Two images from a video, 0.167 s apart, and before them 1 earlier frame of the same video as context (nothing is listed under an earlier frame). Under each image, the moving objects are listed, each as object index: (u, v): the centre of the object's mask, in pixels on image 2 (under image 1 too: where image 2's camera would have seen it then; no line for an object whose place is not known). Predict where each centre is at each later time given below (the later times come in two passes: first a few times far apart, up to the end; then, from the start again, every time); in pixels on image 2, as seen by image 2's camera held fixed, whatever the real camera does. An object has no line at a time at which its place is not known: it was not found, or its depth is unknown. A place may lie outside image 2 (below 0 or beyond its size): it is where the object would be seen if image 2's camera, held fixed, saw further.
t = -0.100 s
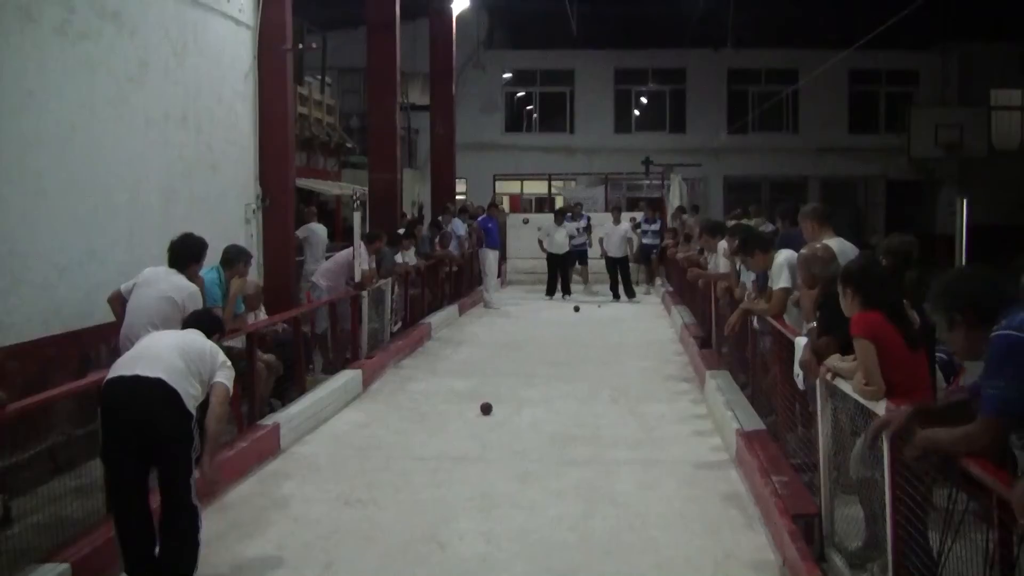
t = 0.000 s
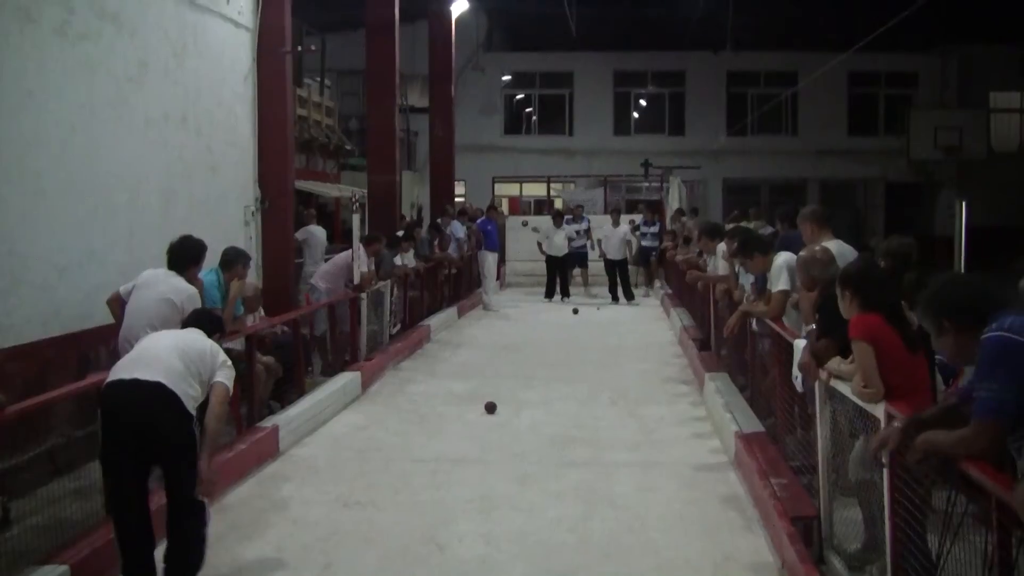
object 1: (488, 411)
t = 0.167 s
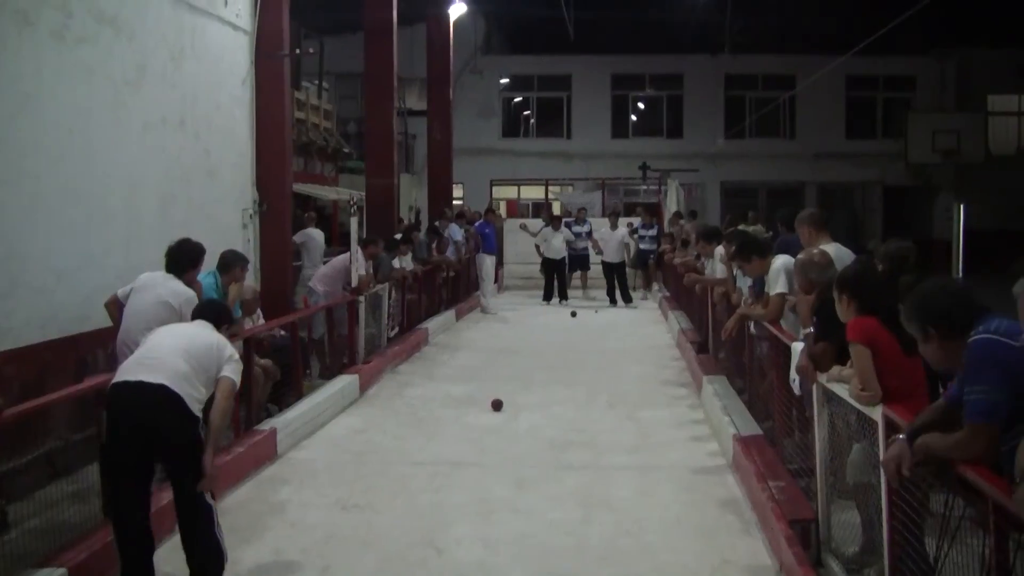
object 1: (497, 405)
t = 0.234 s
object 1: (500, 403)
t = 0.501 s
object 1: (512, 395)
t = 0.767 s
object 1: (522, 388)
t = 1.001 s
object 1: (530, 384)
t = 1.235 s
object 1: (537, 379)
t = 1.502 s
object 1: (545, 373)
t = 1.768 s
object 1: (551, 369)
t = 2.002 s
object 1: (557, 365)
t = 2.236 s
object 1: (562, 361)
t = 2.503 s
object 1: (567, 357)
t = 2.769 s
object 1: (572, 353)
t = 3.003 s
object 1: (576, 351)
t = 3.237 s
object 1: (580, 349)
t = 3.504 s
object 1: (584, 347)
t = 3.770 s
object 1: (588, 345)
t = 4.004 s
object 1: (593, 344)
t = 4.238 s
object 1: (598, 343)
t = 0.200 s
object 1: (499, 404)
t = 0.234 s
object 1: (500, 403)
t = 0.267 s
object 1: (502, 402)
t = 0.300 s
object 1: (503, 401)
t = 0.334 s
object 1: (505, 400)
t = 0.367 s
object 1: (507, 399)
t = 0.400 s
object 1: (508, 398)
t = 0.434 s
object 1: (509, 397)
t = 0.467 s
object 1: (511, 396)
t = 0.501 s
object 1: (512, 395)
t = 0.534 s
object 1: (513, 394)
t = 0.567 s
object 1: (515, 394)
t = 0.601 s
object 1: (516, 393)
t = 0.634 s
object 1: (517, 392)
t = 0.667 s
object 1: (518, 391)
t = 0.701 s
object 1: (520, 390)
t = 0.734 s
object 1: (521, 390)
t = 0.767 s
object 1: (522, 388)
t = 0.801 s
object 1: (524, 388)
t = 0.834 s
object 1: (525, 387)
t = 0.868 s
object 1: (526, 386)
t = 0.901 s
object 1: (527, 386)
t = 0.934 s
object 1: (528, 385)
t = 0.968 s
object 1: (529, 384)
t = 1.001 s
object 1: (530, 384)
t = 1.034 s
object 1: (531, 383)
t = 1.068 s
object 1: (532, 382)
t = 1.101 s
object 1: (533, 381)
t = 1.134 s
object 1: (535, 381)
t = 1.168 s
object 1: (535, 380)
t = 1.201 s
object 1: (536, 379)
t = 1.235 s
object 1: (537, 379)
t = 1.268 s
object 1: (538, 378)
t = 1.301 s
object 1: (539, 377)
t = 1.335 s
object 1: (540, 377)
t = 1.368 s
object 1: (541, 376)
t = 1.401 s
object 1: (542, 375)
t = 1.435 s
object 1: (543, 375)
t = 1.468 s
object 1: (544, 374)
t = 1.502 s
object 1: (545, 373)
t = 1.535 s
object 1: (546, 373)
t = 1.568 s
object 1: (546, 372)
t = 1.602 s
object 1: (547, 371)
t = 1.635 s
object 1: (548, 371)
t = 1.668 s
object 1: (549, 370)
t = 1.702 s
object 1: (550, 370)
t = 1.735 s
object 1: (551, 369)
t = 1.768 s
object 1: (551, 369)
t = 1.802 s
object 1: (552, 368)
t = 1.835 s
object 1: (553, 367)
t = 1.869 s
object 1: (554, 367)
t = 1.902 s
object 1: (554, 366)
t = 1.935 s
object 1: (555, 366)
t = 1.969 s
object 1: (556, 365)
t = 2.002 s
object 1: (557, 365)
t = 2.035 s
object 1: (557, 364)
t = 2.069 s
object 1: (558, 364)
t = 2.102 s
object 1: (559, 363)
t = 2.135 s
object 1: (559, 362)
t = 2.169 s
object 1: (560, 362)
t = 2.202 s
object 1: (561, 362)
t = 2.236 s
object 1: (562, 361)
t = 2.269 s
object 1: (562, 361)
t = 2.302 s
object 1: (563, 360)
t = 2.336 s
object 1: (563, 360)
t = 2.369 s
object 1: (564, 359)
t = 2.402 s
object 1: (565, 359)
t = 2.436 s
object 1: (566, 358)
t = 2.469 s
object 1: (566, 358)
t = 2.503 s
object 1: (567, 357)
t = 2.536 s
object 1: (567, 357)
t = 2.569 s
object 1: (568, 356)
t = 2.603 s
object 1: (569, 356)
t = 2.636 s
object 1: (569, 355)
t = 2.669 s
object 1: (570, 355)
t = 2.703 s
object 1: (571, 355)
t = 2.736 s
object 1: (571, 354)
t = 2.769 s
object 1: (572, 353)
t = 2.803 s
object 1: (573, 353)
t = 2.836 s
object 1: (573, 353)
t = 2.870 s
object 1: (574, 352)
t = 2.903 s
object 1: (574, 352)
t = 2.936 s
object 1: (575, 352)
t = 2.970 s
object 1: (575, 351)
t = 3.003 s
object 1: (576, 351)
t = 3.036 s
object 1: (577, 351)
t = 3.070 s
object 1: (577, 350)
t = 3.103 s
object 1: (578, 350)
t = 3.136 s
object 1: (578, 350)
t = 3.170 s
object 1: (579, 349)
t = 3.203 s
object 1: (579, 349)
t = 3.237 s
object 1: (580, 349)
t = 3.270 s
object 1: (580, 348)
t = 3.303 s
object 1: (581, 348)
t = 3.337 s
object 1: (581, 348)
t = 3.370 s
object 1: (582, 347)
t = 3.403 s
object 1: (583, 347)
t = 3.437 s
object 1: (583, 347)
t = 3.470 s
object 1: (583, 347)
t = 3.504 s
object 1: (584, 347)
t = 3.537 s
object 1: (584, 347)
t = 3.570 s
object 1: (585, 347)
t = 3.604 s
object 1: (585, 346)
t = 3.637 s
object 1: (586, 346)
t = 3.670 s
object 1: (587, 346)
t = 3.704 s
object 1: (587, 346)
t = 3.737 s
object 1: (588, 345)
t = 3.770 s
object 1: (588, 345)
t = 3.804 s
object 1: (589, 345)
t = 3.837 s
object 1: (590, 345)
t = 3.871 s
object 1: (591, 345)
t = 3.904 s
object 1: (591, 344)
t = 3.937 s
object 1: (592, 344)
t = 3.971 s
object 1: (593, 344)
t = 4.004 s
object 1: (593, 344)
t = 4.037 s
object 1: (594, 344)
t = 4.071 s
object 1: (595, 343)
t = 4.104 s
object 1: (595, 344)
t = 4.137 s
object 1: (596, 344)
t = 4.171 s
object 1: (597, 343)
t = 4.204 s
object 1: (597, 343)
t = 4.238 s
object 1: (598, 343)
